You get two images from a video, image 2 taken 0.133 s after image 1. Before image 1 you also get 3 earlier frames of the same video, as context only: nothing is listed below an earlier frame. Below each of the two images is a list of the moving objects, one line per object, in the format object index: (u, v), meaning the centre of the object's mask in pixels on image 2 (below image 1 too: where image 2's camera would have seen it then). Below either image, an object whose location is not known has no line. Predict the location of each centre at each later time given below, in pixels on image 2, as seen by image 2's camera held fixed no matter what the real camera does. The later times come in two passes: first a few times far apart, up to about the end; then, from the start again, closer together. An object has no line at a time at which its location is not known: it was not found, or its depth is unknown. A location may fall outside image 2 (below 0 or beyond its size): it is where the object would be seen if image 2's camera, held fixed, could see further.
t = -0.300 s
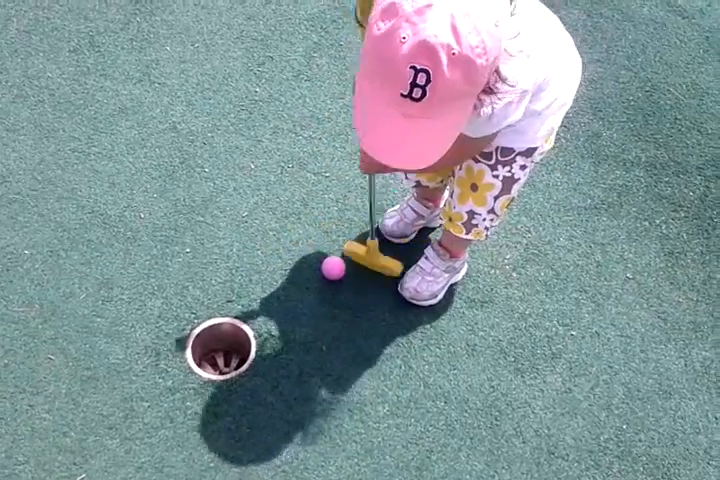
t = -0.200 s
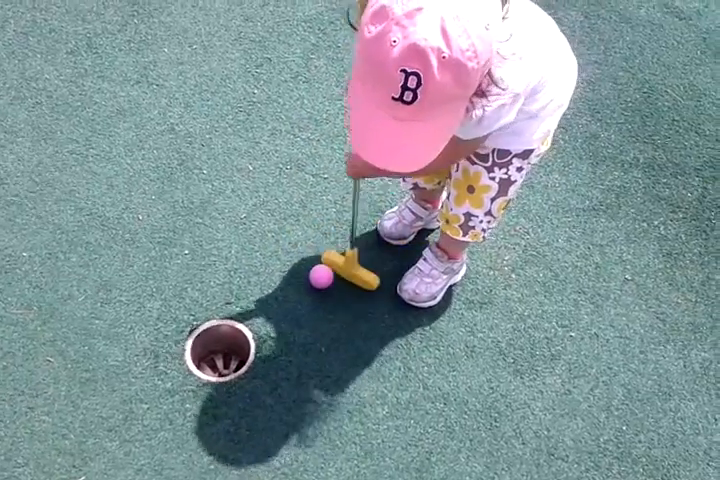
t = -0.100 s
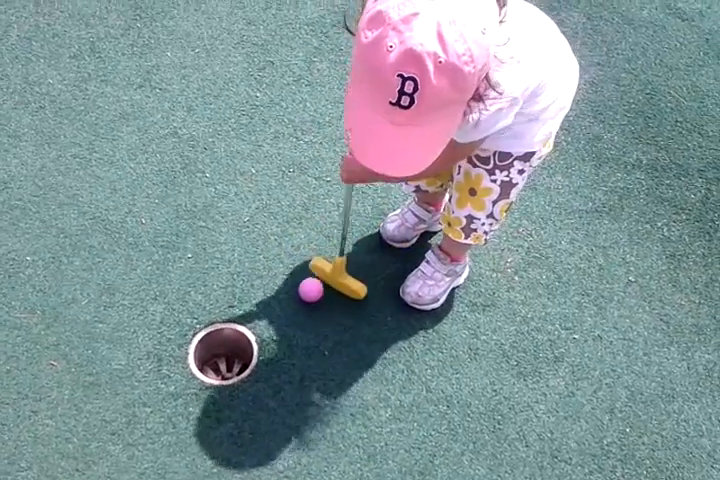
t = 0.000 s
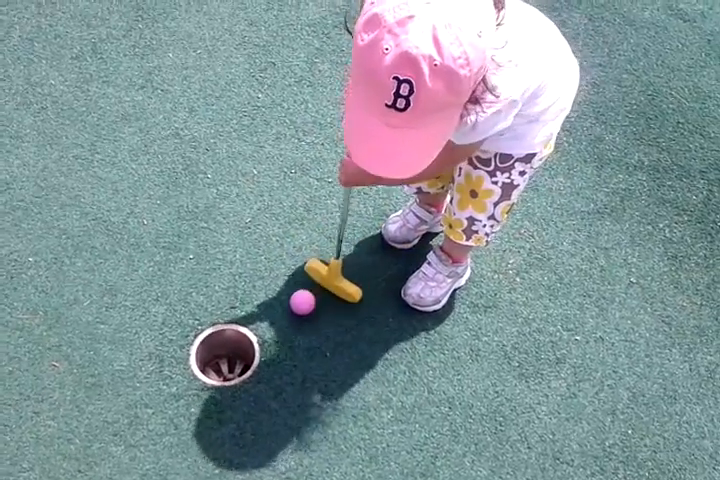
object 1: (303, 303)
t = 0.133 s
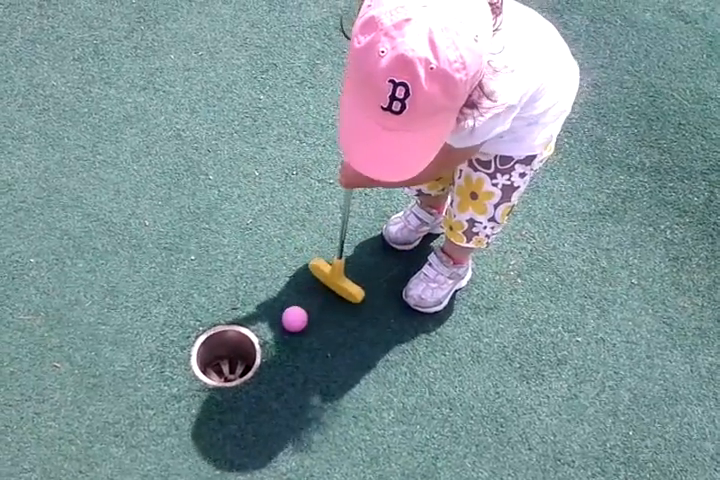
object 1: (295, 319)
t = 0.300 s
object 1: (290, 337)
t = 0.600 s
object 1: (293, 364)
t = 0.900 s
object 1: (302, 382)
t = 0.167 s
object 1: (293, 323)
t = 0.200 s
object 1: (292, 326)
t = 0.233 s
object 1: (291, 330)
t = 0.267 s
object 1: (291, 334)
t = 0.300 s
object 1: (290, 337)
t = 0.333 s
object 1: (290, 340)
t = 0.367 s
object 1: (290, 343)
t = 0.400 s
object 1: (291, 347)
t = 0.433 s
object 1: (291, 349)
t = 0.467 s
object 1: (292, 352)
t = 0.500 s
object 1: (293, 356)
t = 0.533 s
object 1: (293, 359)
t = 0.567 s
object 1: (293, 362)
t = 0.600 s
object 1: (293, 364)
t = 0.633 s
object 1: (294, 367)
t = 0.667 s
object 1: (295, 370)
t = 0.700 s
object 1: (295, 372)
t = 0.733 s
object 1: (296, 374)
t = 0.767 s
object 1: (297, 376)
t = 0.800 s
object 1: (299, 378)
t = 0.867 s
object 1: (301, 381)
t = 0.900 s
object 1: (302, 382)
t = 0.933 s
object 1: (304, 382)
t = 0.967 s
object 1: (306, 383)
